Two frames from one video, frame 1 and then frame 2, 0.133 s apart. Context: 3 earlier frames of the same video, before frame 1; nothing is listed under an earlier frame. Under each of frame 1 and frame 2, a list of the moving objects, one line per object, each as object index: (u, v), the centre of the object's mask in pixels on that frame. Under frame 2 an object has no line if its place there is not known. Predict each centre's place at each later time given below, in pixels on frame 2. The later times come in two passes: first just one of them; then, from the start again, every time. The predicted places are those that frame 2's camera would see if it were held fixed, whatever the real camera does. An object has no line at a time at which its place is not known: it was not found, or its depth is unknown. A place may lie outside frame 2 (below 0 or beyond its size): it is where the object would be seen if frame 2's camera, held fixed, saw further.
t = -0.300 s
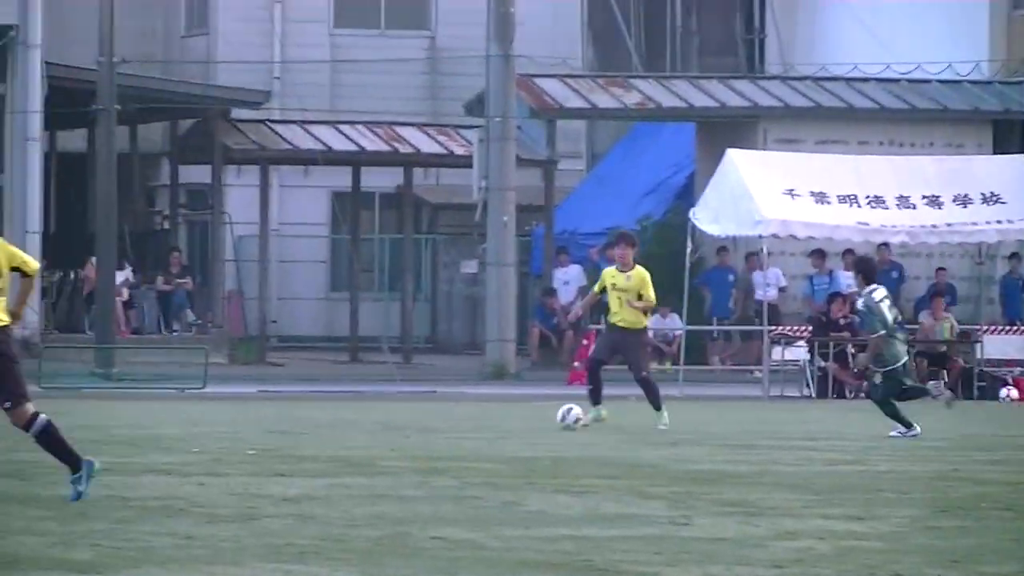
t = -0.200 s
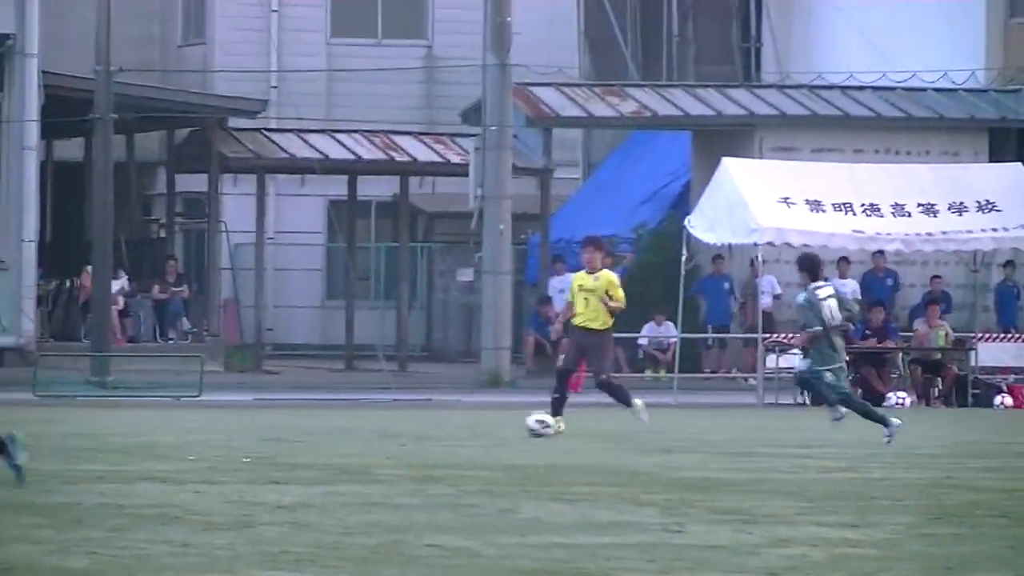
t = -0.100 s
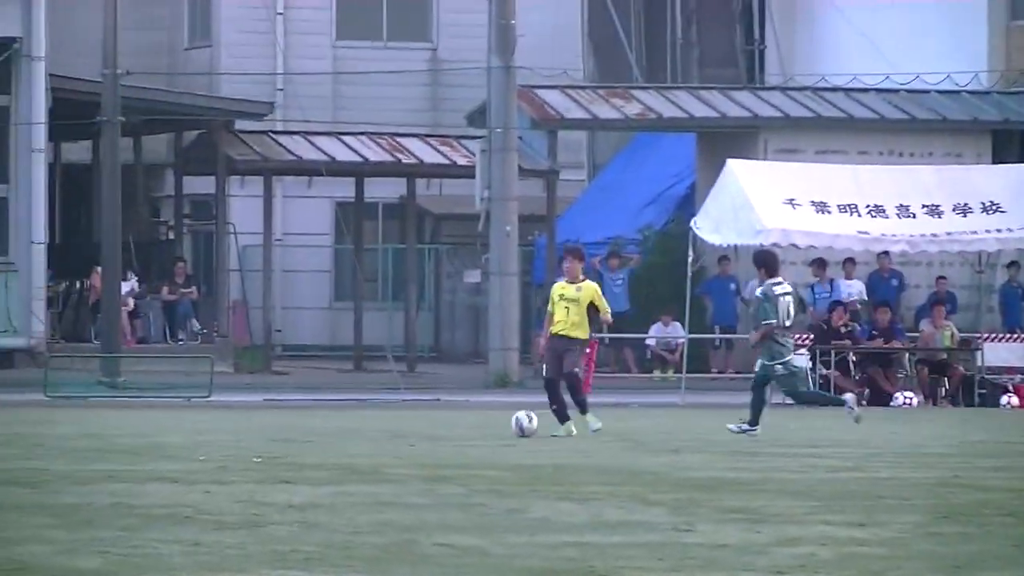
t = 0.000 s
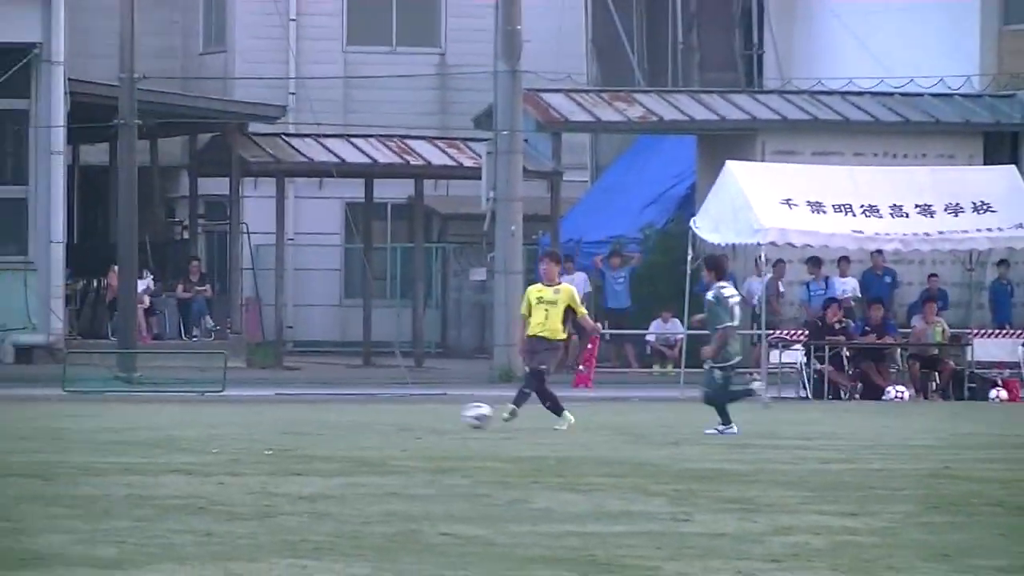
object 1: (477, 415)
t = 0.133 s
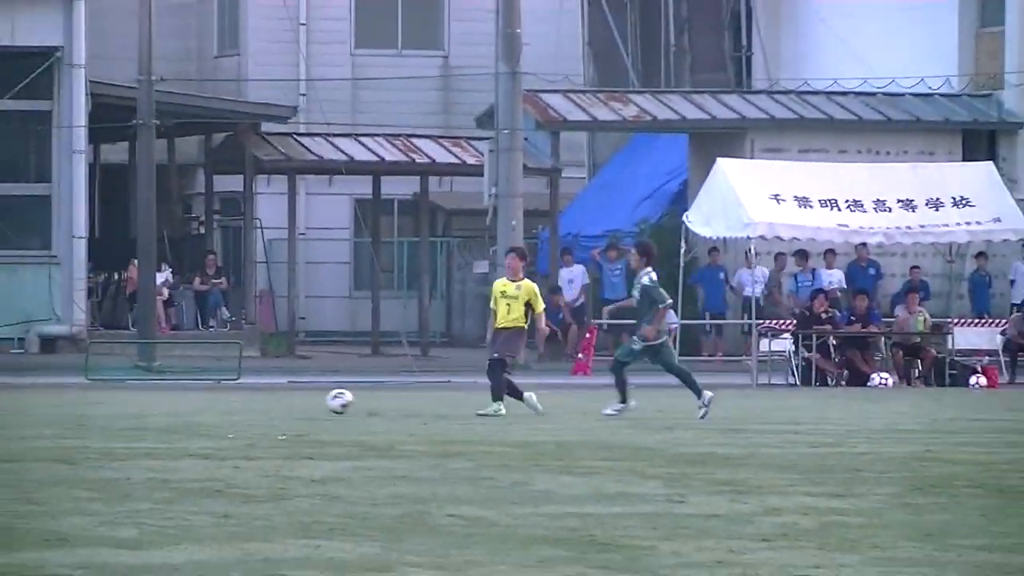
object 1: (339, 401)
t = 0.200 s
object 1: (272, 400)
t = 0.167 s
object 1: (305, 400)
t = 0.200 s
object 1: (272, 400)
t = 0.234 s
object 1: (239, 401)
